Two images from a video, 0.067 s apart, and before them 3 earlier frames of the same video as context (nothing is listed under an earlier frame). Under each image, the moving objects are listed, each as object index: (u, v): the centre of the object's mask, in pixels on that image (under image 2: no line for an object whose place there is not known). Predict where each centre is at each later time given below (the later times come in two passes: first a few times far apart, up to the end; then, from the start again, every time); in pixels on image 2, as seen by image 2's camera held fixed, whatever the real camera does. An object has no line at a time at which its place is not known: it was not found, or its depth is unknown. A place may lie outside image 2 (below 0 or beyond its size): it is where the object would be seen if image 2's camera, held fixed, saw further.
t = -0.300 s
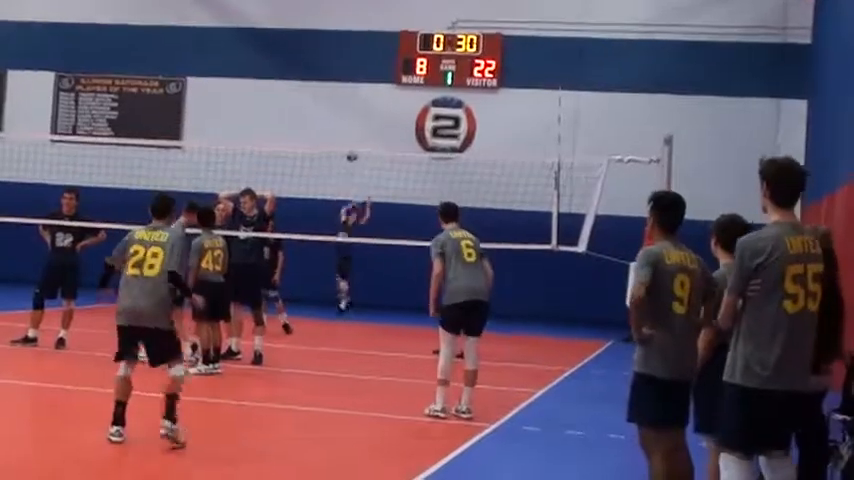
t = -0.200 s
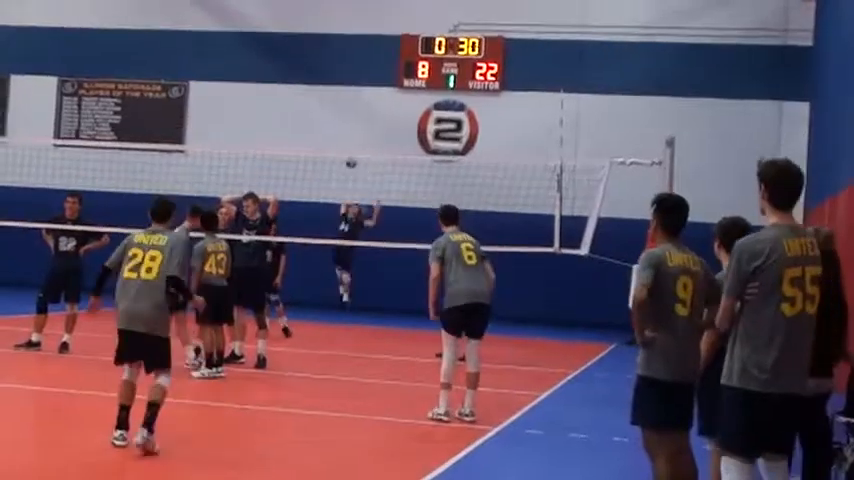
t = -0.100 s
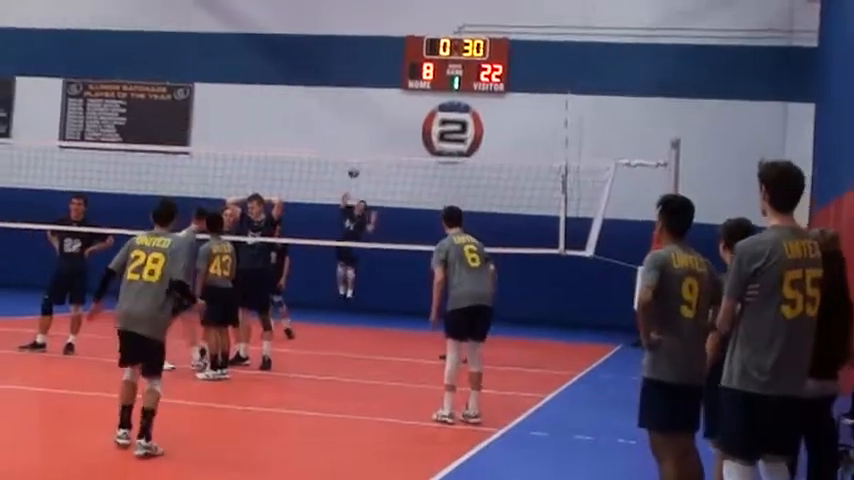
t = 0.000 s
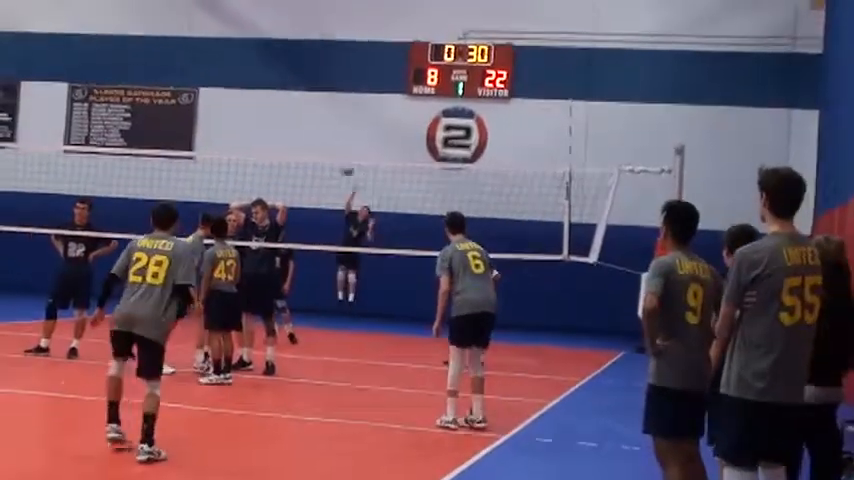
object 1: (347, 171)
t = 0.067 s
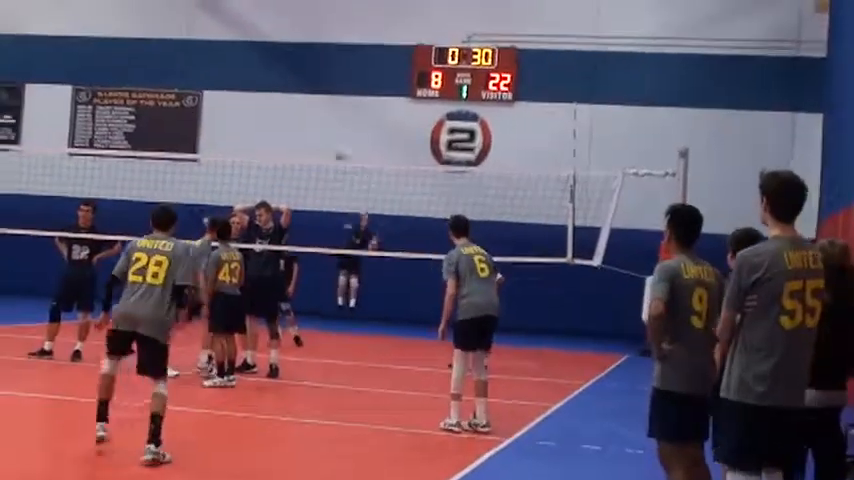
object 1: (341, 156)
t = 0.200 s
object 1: (314, 128)
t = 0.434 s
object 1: (248, 92)
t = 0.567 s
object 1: (196, 86)
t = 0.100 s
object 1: (334, 150)
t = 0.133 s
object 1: (328, 143)
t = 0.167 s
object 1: (321, 136)
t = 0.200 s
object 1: (314, 128)
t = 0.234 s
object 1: (307, 123)
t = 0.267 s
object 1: (299, 116)
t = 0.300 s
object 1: (290, 109)
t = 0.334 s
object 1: (281, 105)
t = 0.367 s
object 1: (270, 100)
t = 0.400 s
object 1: (260, 95)
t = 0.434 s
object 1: (248, 92)
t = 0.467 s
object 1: (236, 89)
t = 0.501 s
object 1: (223, 87)
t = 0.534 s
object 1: (210, 86)
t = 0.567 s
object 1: (196, 86)
